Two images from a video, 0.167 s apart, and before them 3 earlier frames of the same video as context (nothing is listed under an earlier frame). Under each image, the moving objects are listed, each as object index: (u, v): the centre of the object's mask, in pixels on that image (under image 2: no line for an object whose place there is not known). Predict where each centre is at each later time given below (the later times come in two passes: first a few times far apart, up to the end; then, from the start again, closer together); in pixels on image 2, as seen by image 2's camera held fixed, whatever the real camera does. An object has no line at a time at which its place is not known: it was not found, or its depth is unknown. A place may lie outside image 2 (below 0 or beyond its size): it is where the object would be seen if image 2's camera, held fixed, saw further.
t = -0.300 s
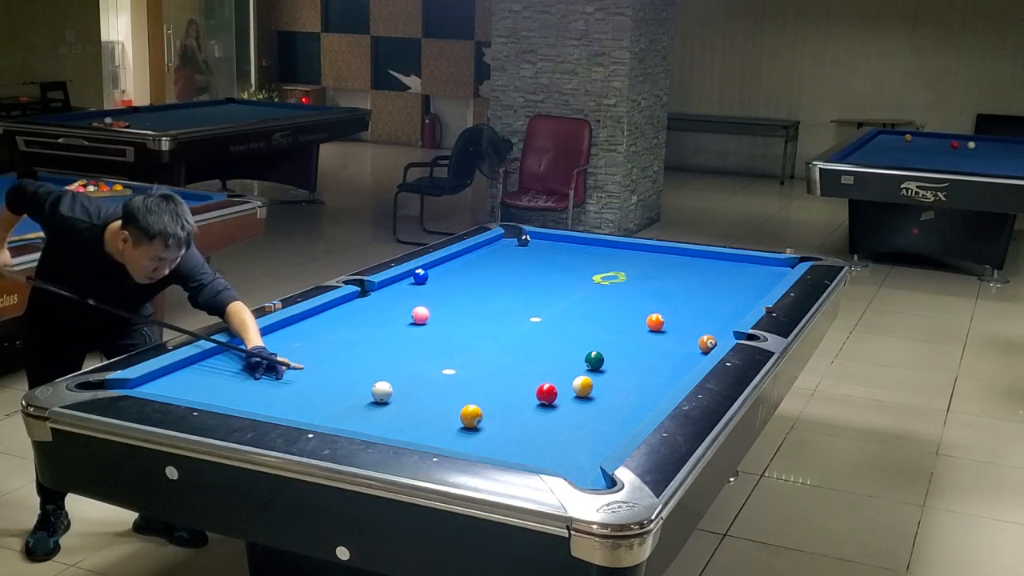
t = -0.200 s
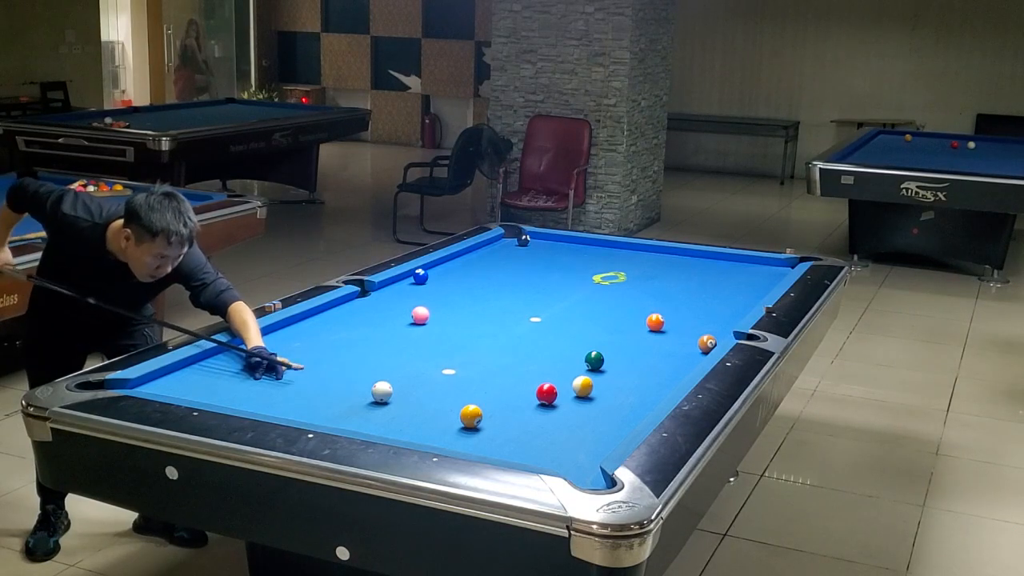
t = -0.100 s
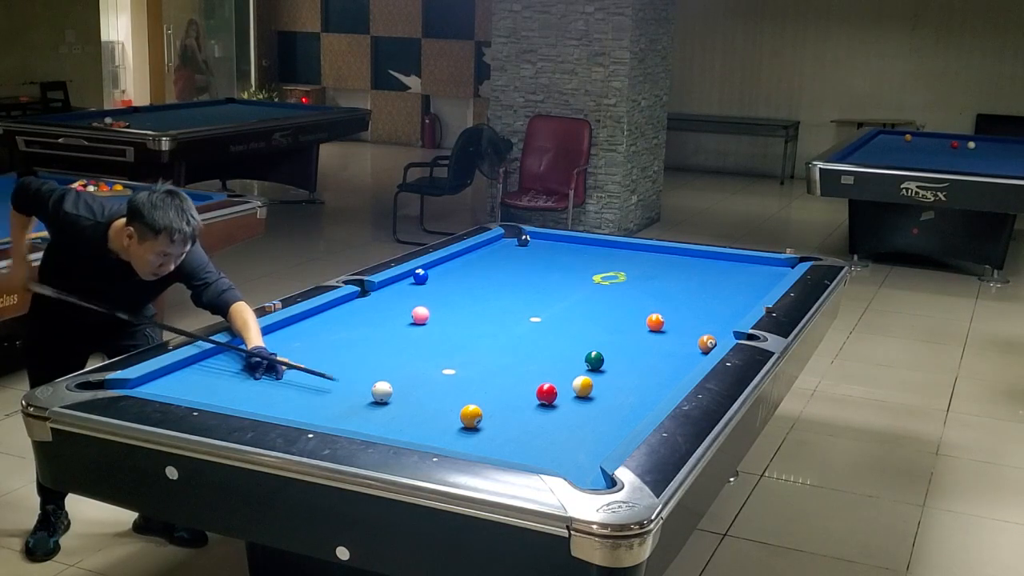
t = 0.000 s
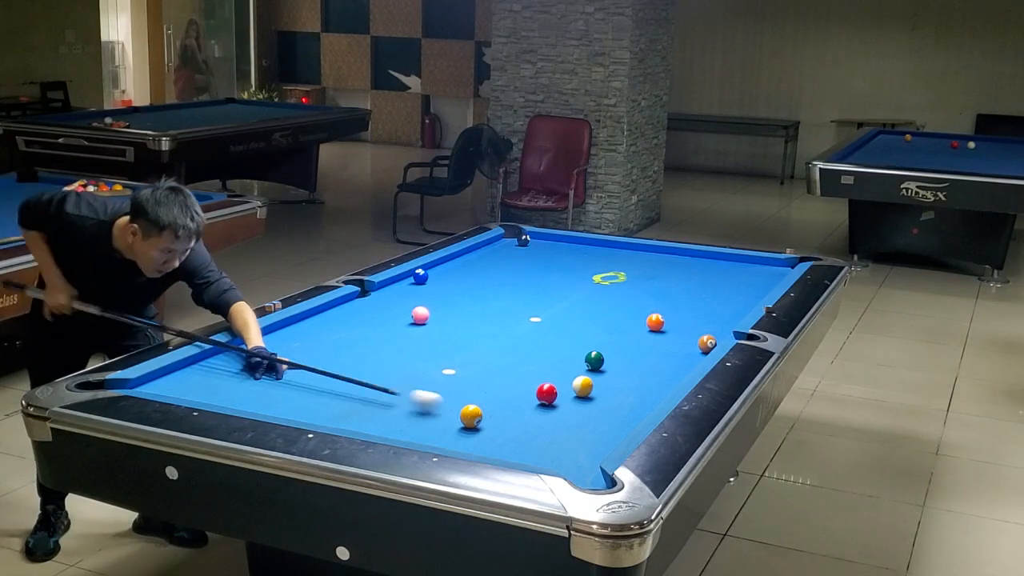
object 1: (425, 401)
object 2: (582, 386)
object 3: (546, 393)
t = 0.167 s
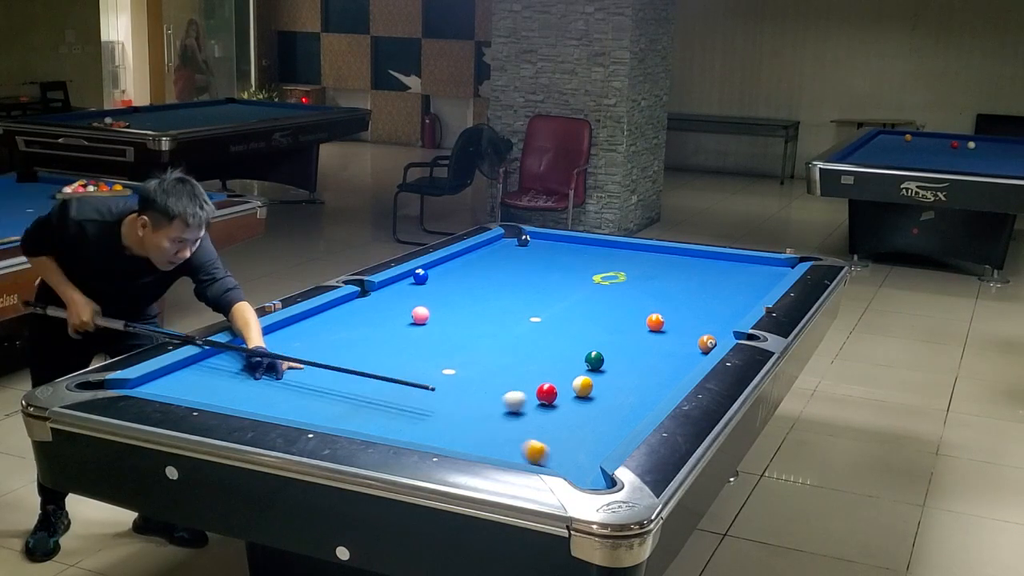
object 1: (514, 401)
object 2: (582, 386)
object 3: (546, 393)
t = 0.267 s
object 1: (543, 401)
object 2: (582, 386)
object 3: (556, 389)
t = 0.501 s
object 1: (593, 407)
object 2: (602, 384)
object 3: (562, 380)
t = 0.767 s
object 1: (638, 411)
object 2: (627, 382)
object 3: (563, 371)
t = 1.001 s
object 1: (613, 405)
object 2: (647, 381)
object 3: (563, 364)
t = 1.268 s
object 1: (584, 397)
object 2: (670, 378)
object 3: (565, 355)
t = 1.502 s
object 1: (564, 391)
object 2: (671, 376)
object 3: (566, 350)
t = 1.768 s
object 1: (543, 385)
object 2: (666, 373)
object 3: (567, 344)
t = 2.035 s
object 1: (525, 380)
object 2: (662, 370)
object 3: (568, 339)
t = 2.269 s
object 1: (510, 376)
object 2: (660, 368)
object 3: (569, 335)
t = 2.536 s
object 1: (495, 372)
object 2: (657, 367)
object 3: (571, 331)
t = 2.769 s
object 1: (484, 369)
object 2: (656, 367)
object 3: (571, 328)
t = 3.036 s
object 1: (473, 366)
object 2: (656, 366)
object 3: (572, 325)
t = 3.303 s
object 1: (464, 363)
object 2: (656, 367)
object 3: (572, 322)
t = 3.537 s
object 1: (457, 361)
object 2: (656, 367)
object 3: (572, 321)
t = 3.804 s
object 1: (450, 359)
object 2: (656, 367)
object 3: (572, 320)
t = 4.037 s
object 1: (446, 358)
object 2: (656, 367)
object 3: (572, 318)
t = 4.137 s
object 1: (445, 358)
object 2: (656, 367)
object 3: (572, 318)
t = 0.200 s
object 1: (527, 400)
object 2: (582, 386)
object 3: (547, 393)
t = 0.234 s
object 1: (537, 400)
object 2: (582, 386)
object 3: (551, 391)
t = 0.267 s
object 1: (543, 401)
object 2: (582, 386)
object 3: (556, 389)
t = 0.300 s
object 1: (550, 402)
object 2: (582, 386)
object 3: (560, 387)
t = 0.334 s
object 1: (556, 402)
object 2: (583, 385)
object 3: (562, 385)
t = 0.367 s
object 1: (564, 404)
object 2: (588, 385)
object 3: (562, 385)
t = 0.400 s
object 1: (571, 404)
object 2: (591, 385)
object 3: (562, 384)
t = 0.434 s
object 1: (578, 405)
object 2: (595, 385)
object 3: (562, 383)
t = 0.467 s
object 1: (586, 406)
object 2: (598, 384)
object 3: (562, 382)
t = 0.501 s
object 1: (593, 407)
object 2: (602, 384)
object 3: (562, 380)
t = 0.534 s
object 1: (600, 408)
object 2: (605, 384)
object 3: (562, 379)
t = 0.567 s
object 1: (607, 408)
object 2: (608, 384)
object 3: (562, 378)
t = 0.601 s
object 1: (614, 410)
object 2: (611, 384)
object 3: (562, 377)
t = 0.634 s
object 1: (621, 410)
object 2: (614, 383)
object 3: (562, 375)
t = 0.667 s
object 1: (629, 411)
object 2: (617, 383)
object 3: (562, 374)
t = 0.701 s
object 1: (635, 412)
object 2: (621, 383)
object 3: (562, 373)
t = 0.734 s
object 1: (640, 411)
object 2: (624, 382)
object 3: (563, 372)
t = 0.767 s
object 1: (638, 411)
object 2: (627, 382)
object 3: (563, 371)
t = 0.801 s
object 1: (634, 411)
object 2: (630, 382)
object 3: (563, 370)
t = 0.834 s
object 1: (631, 410)
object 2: (633, 382)
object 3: (563, 369)
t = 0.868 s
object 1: (627, 409)
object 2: (636, 381)
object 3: (563, 368)
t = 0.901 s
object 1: (624, 408)
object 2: (638, 381)
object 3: (563, 367)
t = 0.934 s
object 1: (620, 407)
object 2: (641, 381)
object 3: (563, 366)
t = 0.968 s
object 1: (616, 406)
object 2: (644, 381)
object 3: (563, 365)
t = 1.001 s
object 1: (613, 405)
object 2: (647, 381)
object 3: (563, 364)
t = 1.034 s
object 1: (610, 404)
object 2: (650, 380)
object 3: (563, 362)
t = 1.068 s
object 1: (606, 403)
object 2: (652, 380)
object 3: (564, 362)
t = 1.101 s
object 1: (603, 402)
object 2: (655, 380)
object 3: (564, 361)
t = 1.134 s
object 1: (597, 400)
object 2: (661, 379)
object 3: (564, 359)
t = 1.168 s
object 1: (593, 399)
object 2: (663, 379)
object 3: (564, 358)
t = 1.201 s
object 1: (590, 398)
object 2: (666, 379)
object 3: (564, 357)
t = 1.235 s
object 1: (587, 397)
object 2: (668, 379)
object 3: (564, 356)
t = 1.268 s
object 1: (584, 397)
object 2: (670, 378)
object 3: (565, 355)
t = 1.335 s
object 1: (578, 395)
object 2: (674, 377)
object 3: (565, 354)
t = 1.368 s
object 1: (575, 394)
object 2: (674, 377)
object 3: (565, 352)
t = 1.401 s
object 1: (573, 394)
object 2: (673, 376)
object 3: (565, 352)
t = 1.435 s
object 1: (569, 393)
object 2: (672, 376)
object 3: (565, 351)
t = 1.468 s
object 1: (567, 392)
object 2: (672, 376)
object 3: (566, 350)
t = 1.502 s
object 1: (564, 391)
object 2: (671, 376)
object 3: (566, 350)
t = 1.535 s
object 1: (561, 391)
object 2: (671, 375)
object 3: (566, 349)
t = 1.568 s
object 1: (559, 390)
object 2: (670, 375)
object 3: (566, 348)
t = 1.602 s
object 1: (556, 389)
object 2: (669, 375)
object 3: (566, 347)
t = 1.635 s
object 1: (553, 388)
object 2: (669, 375)
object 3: (566, 347)
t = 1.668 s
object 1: (551, 388)
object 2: (668, 374)
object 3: (567, 346)
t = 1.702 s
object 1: (548, 387)
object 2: (667, 374)
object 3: (567, 345)
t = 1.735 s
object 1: (546, 386)
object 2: (667, 373)
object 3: (567, 344)
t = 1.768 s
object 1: (543, 385)
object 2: (666, 373)
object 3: (567, 344)
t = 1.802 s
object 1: (541, 385)
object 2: (666, 373)
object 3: (567, 343)
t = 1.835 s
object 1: (538, 384)
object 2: (665, 372)
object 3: (567, 342)
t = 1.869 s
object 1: (536, 383)
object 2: (664, 372)
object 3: (567, 342)
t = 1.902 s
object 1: (534, 383)
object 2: (664, 371)
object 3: (568, 341)
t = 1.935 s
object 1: (531, 382)
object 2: (663, 371)
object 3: (568, 341)
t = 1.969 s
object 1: (529, 382)
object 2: (663, 370)
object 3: (568, 340)
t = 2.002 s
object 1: (527, 381)
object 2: (663, 370)
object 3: (568, 339)
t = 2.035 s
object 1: (525, 380)
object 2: (662, 370)
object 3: (568, 339)
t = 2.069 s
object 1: (522, 380)
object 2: (662, 370)
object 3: (568, 338)
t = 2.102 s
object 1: (520, 379)
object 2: (661, 369)
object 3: (569, 337)
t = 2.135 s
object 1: (518, 379)
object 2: (661, 369)
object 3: (569, 337)
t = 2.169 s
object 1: (516, 378)
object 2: (661, 369)
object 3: (569, 336)
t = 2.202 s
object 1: (514, 377)
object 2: (660, 369)
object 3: (569, 336)
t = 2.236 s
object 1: (512, 377)
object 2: (660, 369)
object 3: (569, 335)
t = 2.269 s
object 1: (510, 376)
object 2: (660, 368)
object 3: (569, 335)
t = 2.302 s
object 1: (508, 376)
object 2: (659, 368)
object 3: (569, 334)
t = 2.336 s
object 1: (506, 375)
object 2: (659, 368)
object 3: (569, 334)
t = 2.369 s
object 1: (504, 375)
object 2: (659, 368)
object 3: (570, 333)
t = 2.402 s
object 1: (502, 374)
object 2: (658, 368)
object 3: (570, 333)
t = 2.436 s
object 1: (501, 373)
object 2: (658, 368)
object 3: (570, 332)
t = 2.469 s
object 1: (499, 373)
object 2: (658, 368)
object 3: (570, 331)
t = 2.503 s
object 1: (497, 373)
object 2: (657, 368)
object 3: (571, 331)
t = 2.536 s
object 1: (495, 372)
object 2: (657, 367)
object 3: (571, 331)
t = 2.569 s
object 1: (494, 372)
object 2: (657, 367)
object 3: (571, 330)
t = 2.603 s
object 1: (492, 371)
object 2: (657, 367)
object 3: (571, 330)
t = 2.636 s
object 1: (490, 371)
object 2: (657, 367)
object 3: (571, 329)
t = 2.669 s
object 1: (489, 370)
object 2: (657, 367)
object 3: (571, 329)
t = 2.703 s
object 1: (487, 370)
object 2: (657, 367)
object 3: (571, 328)
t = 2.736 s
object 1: (486, 369)
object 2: (657, 367)
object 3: (571, 328)
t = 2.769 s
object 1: (484, 369)
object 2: (656, 367)
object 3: (571, 328)
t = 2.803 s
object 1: (483, 368)
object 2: (656, 367)
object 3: (572, 327)
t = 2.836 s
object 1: (481, 368)
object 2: (656, 367)
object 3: (572, 327)
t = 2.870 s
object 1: (480, 368)
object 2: (656, 366)
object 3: (572, 326)
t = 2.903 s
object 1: (478, 367)
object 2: (656, 366)
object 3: (572, 326)
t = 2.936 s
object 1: (477, 367)
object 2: (656, 366)
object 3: (572, 325)
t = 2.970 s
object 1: (476, 367)
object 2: (656, 366)
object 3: (572, 325)
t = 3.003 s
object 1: (474, 366)
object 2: (656, 366)
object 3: (572, 325)
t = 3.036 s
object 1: (473, 366)
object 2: (656, 366)
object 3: (572, 325)
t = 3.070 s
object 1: (472, 365)
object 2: (656, 366)
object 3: (572, 324)
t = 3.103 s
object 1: (470, 365)
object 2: (656, 366)
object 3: (572, 324)
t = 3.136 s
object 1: (469, 365)
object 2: (656, 366)
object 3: (572, 324)
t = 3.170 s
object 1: (468, 365)
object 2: (656, 366)
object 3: (572, 323)
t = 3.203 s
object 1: (467, 364)
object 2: (656, 366)
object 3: (572, 323)
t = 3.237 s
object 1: (466, 364)
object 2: (656, 366)
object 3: (572, 323)
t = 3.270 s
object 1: (465, 364)
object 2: (656, 366)
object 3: (572, 322)
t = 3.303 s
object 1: (464, 363)
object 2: (656, 367)
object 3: (572, 322)
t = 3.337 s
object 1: (463, 363)
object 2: (656, 367)
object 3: (572, 322)
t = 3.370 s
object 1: (462, 363)
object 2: (656, 367)
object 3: (572, 322)
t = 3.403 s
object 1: (461, 362)
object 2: (656, 366)
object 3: (572, 322)
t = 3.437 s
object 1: (460, 362)
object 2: (656, 367)
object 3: (572, 321)
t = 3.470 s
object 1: (459, 362)
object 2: (656, 367)
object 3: (572, 321)
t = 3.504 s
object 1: (458, 362)
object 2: (656, 367)
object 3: (572, 321)
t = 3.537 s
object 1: (457, 361)
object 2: (656, 367)
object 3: (572, 321)
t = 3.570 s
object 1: (456, 362)
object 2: (656, 367)
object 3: (572, 321)
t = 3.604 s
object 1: (455, 361)
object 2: (656, 366)
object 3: (572, 320)
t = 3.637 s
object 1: (454, 361)
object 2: (656, 367)
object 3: (572, 320)
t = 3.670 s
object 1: (453, 361)
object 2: (656, 367)
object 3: (571, 320)
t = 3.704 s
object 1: (452, 360)
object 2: (656, 367)
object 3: (572, 320)
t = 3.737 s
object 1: (452, 360)
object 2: (656, 367)
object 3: (571, 320)
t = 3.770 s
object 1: (451, 360)
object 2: (656, 367)
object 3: (572, 320)
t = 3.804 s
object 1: (450, 359)
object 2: (656, 367)
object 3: (572, 320)
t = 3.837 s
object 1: (450, 359)
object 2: (656, 367)
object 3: (572, 319)
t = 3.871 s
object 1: (449, 359)
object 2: (656, 367)
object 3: (572, 319)
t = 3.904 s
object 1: (449, 359)
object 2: (656, 367)
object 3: (572, 319)
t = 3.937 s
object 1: (448, 359)
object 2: (656, 367)
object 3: (572, 319)
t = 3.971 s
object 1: (448, 358)
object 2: (656, 367)
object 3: (572, 319)
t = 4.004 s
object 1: (447, 358)
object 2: (656, 367)
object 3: (572, 319)
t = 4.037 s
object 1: (446, 358)
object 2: (656, 367)
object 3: (572, 318)
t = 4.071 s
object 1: (446, 358)
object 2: (656, 367)
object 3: (572, 318)
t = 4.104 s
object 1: (446, 358)
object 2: (656, 367)
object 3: (572, 318)
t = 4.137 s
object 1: (445, 358)
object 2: (656, 367)
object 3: (572, 318)
